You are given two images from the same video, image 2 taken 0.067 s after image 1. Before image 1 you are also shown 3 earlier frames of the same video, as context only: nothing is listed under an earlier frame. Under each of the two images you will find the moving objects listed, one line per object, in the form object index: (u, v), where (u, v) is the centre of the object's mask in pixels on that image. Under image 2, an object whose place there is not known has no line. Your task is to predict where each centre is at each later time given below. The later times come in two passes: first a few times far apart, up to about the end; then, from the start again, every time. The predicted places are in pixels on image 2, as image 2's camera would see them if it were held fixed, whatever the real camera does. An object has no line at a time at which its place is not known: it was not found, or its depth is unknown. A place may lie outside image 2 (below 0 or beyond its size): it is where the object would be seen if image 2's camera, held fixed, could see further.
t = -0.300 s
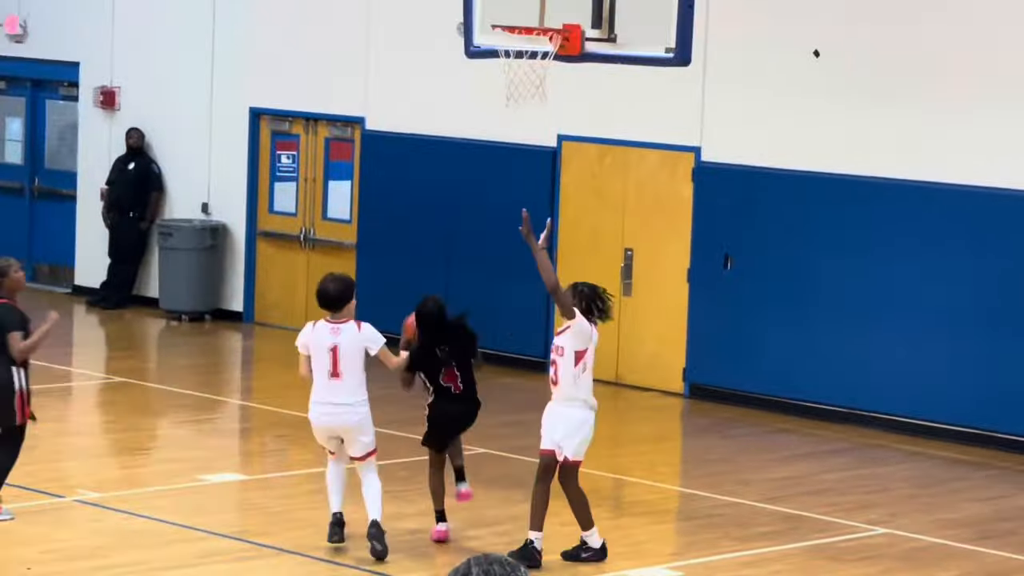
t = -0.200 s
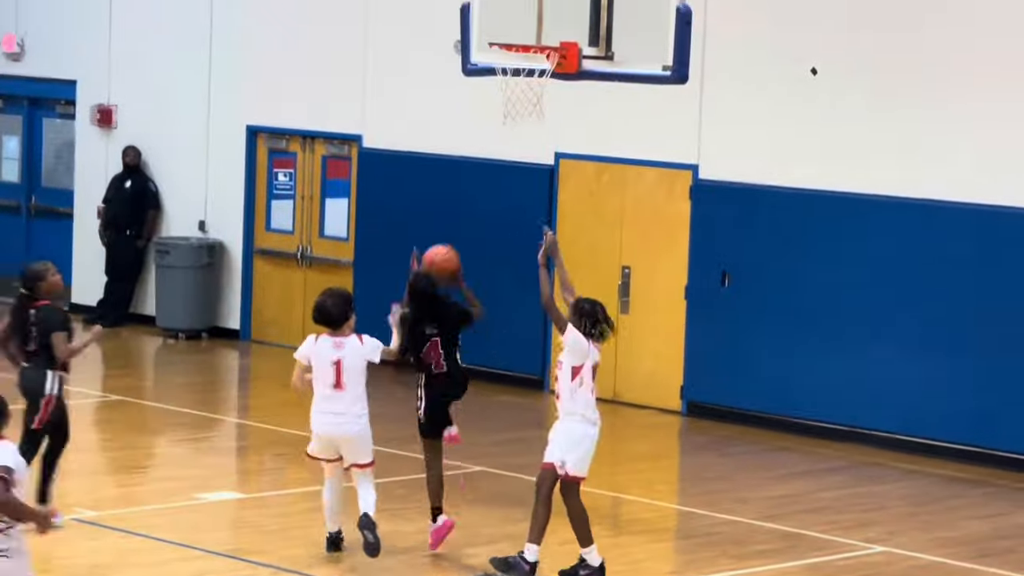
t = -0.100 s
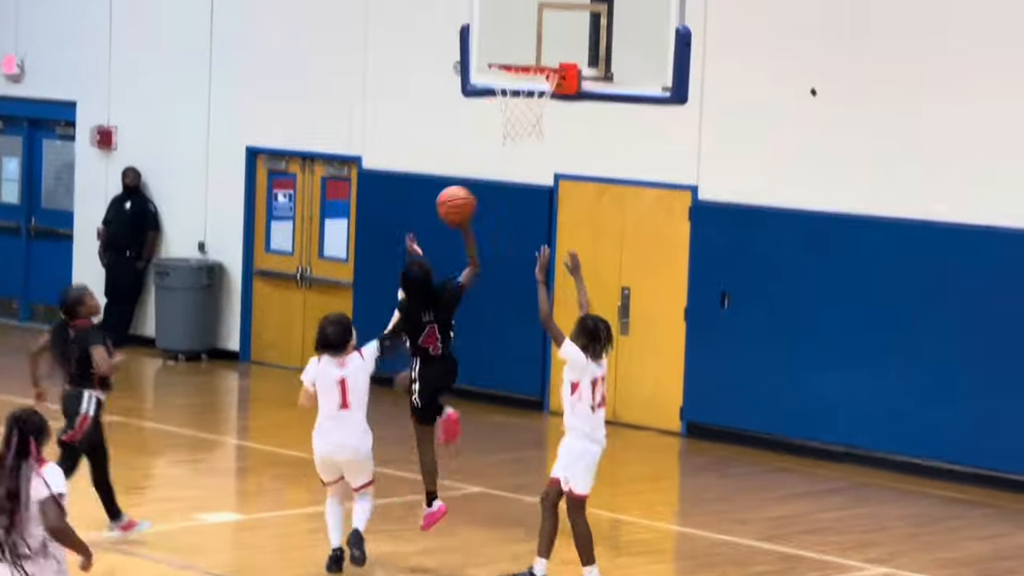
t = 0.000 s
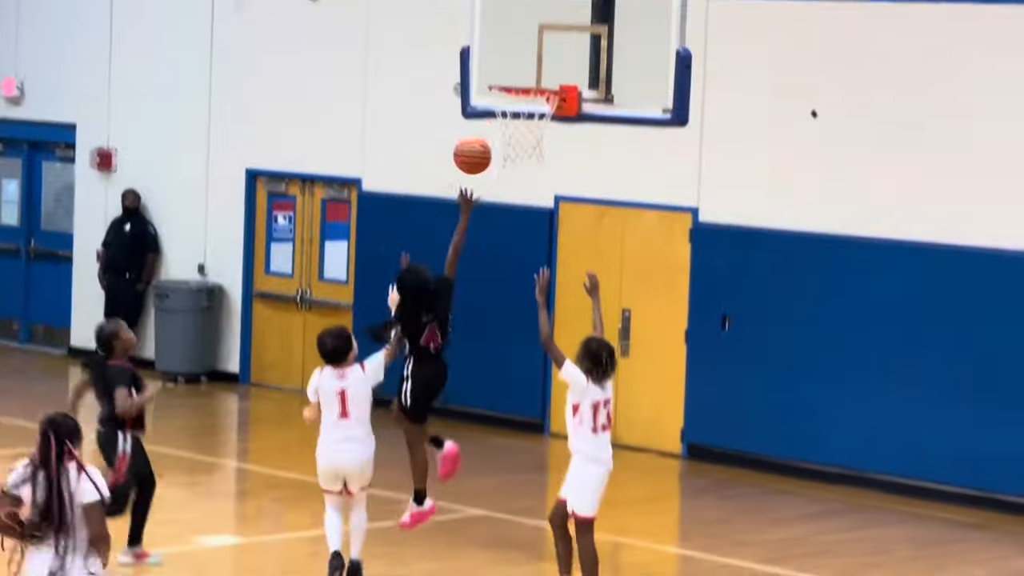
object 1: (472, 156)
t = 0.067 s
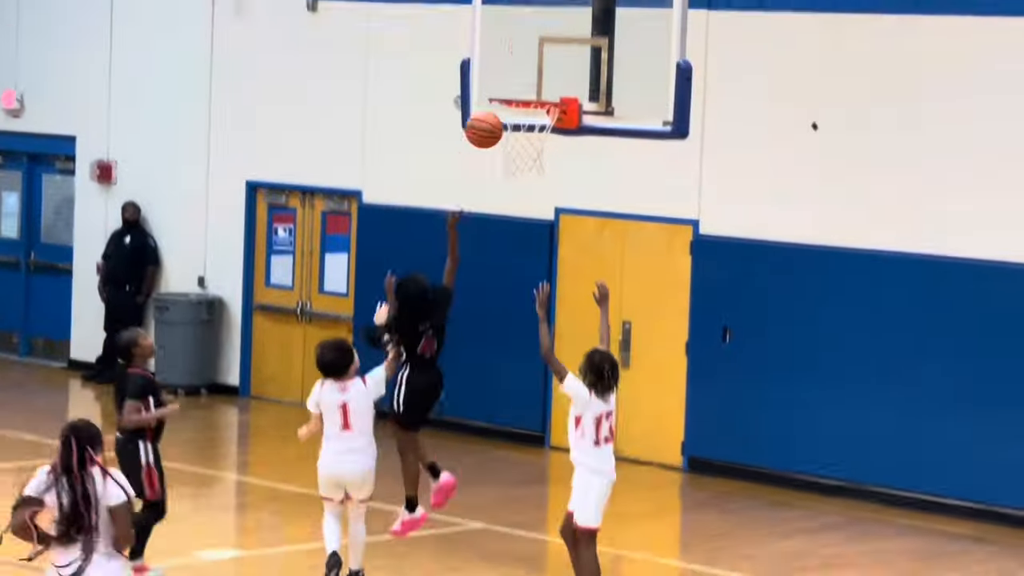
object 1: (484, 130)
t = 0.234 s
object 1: (510, 65)
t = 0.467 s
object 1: (542, 52)
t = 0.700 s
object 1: (555, 64)
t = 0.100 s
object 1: (490, 114)
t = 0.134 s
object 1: (495, 99)
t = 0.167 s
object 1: (501, 86)
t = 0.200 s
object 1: (506, 75)
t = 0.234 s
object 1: (510, 65)
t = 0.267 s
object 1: (515, 59)
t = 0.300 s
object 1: (520, 53)
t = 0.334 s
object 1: (525, 49)
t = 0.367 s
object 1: (529, 47)
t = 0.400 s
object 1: (534, 47)
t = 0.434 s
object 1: (538, 48)
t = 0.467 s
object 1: (542, 52)
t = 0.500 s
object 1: (545, 56)
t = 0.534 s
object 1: (550, 62)
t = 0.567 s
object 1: (554, 71)
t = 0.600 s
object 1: (557, 81)
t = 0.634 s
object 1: (559, 74)
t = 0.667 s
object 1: (557, 68)
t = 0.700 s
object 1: (555, 64)
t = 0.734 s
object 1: (552, 60)
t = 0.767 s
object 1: (548, 59)
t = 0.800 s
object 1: (546, 60)
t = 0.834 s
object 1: (543, 63)
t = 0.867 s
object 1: (539, 68)
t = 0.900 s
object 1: (537, 73)
